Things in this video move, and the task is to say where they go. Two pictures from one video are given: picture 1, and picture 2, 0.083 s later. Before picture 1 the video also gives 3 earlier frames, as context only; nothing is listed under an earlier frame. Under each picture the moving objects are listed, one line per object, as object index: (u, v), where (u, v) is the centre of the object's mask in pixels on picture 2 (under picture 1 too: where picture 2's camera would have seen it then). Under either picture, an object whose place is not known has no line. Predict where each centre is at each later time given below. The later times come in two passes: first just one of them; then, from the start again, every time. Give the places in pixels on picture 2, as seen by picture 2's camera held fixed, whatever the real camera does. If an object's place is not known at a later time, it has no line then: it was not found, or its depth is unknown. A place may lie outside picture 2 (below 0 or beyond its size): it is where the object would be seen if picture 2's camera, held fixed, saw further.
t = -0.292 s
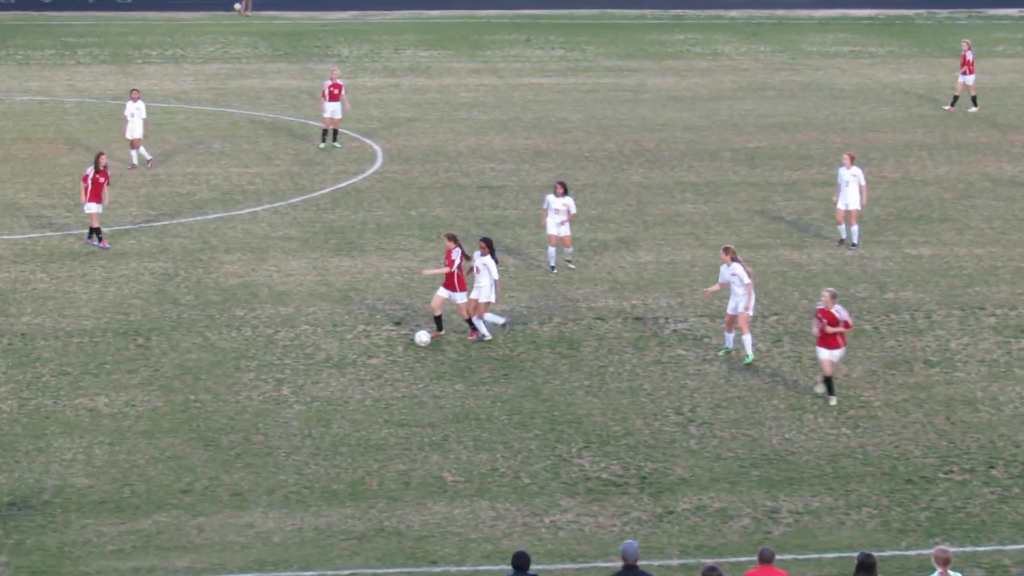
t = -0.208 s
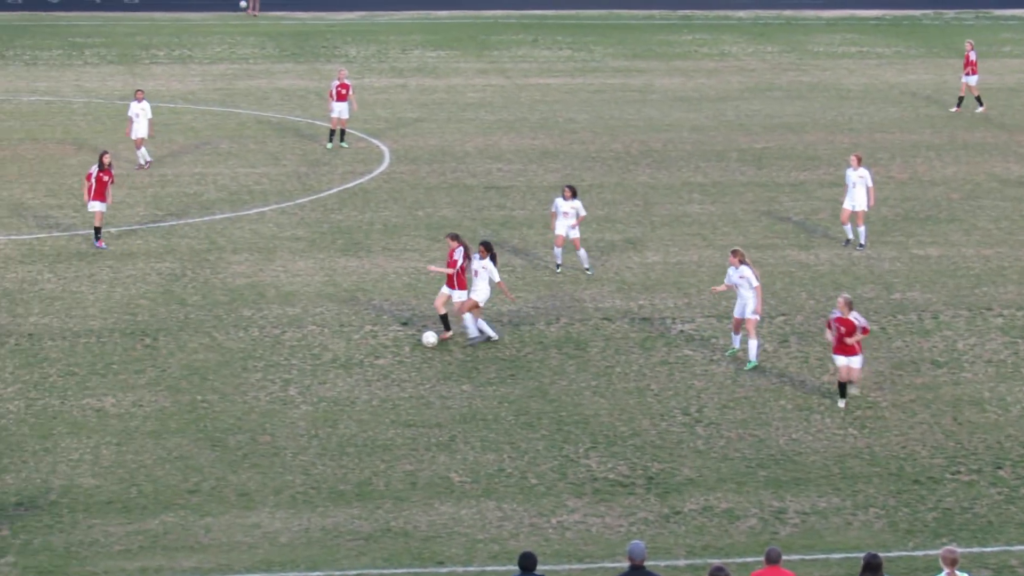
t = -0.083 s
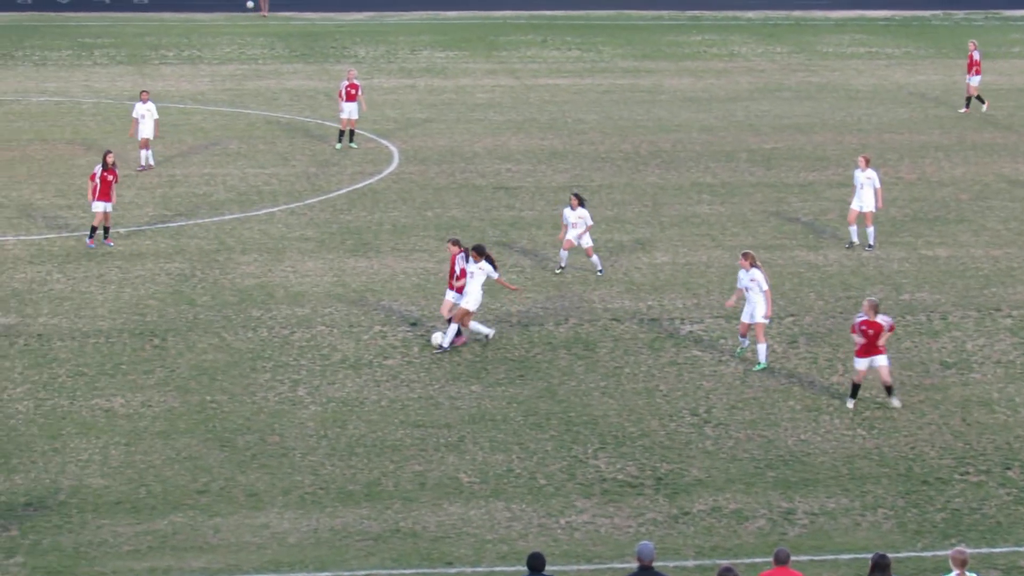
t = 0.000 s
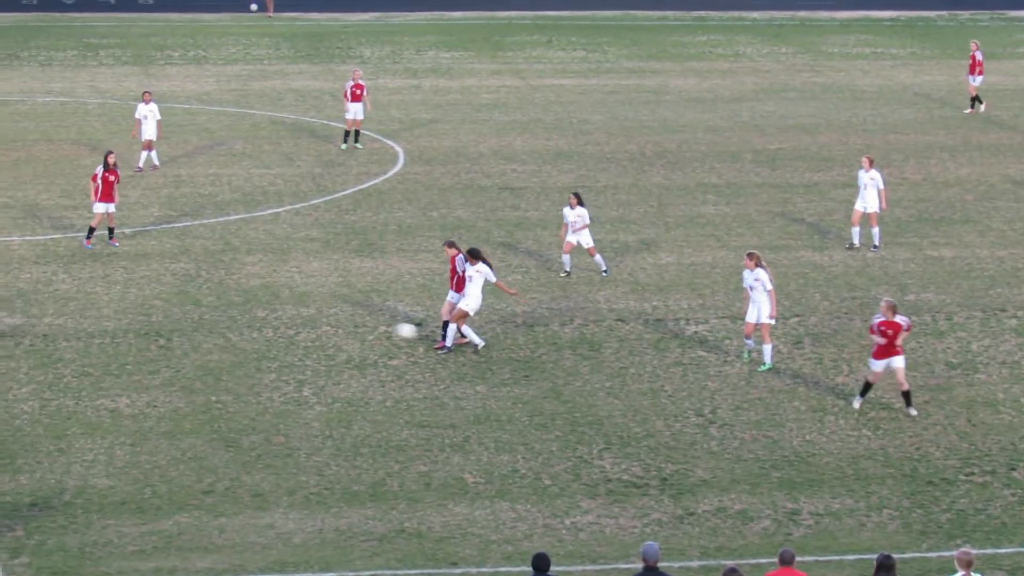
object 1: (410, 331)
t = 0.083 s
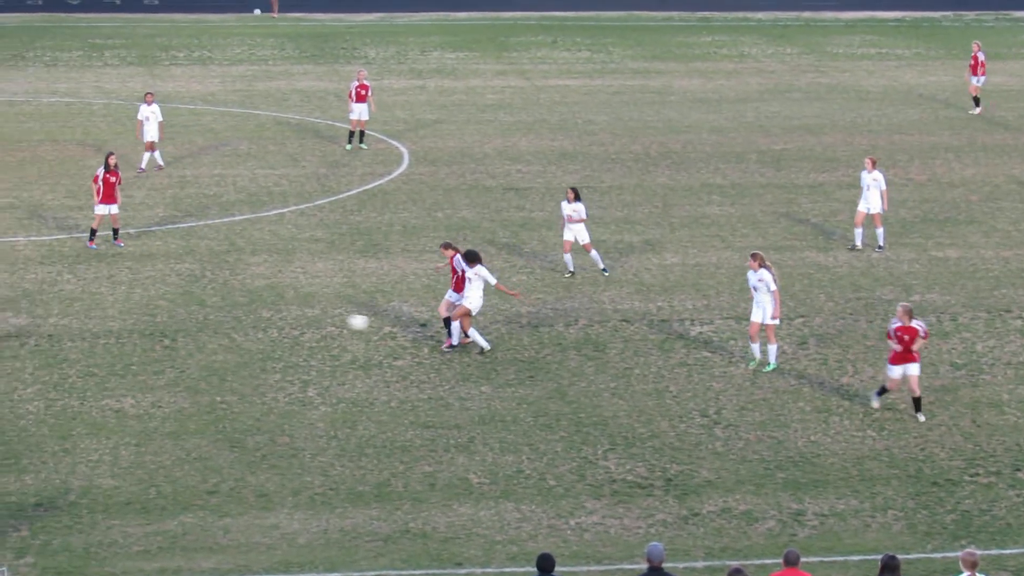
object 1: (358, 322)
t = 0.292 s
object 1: (228, 319)
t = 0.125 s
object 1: (332, 319)
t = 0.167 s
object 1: (305, 317)
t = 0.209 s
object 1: (280, 317)
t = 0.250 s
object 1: (253, 317)
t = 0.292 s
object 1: (228, 319)
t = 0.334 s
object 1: (202, 321)
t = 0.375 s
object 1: (176, 325)
